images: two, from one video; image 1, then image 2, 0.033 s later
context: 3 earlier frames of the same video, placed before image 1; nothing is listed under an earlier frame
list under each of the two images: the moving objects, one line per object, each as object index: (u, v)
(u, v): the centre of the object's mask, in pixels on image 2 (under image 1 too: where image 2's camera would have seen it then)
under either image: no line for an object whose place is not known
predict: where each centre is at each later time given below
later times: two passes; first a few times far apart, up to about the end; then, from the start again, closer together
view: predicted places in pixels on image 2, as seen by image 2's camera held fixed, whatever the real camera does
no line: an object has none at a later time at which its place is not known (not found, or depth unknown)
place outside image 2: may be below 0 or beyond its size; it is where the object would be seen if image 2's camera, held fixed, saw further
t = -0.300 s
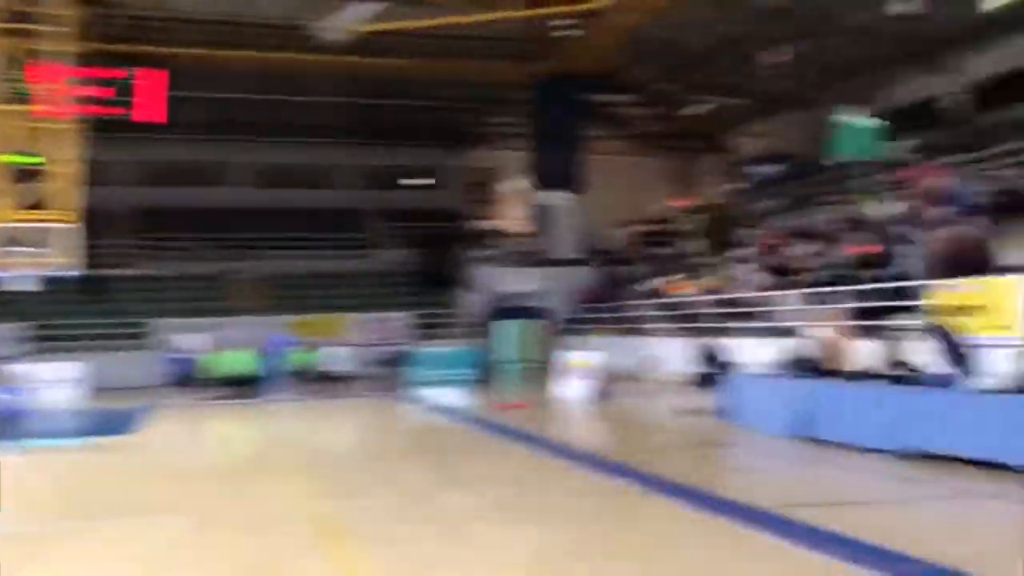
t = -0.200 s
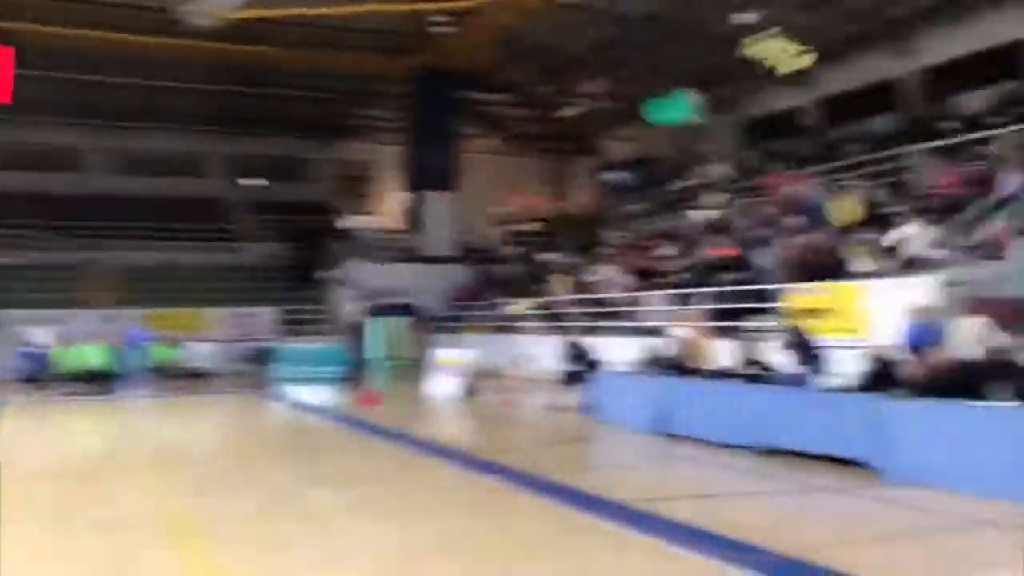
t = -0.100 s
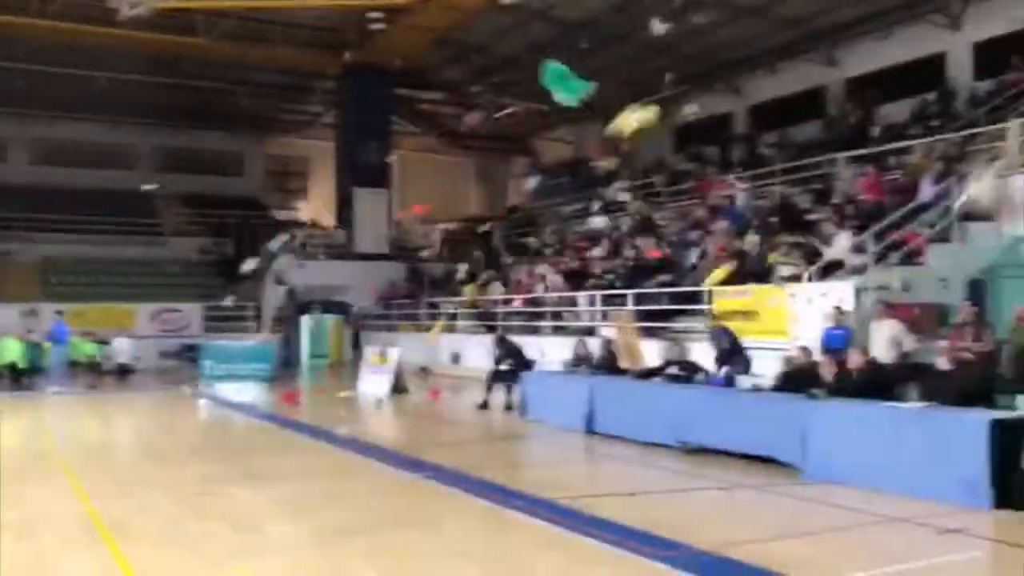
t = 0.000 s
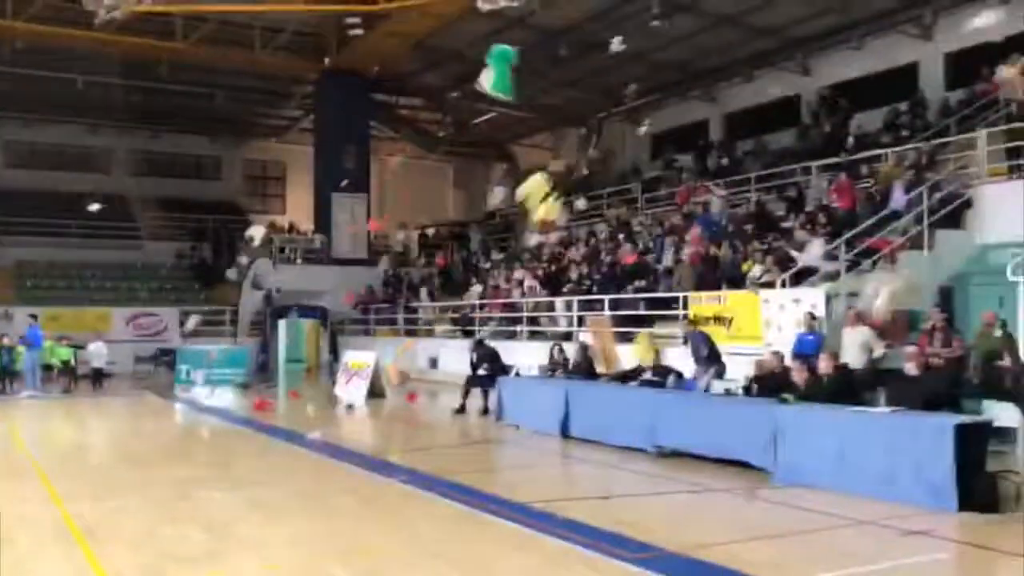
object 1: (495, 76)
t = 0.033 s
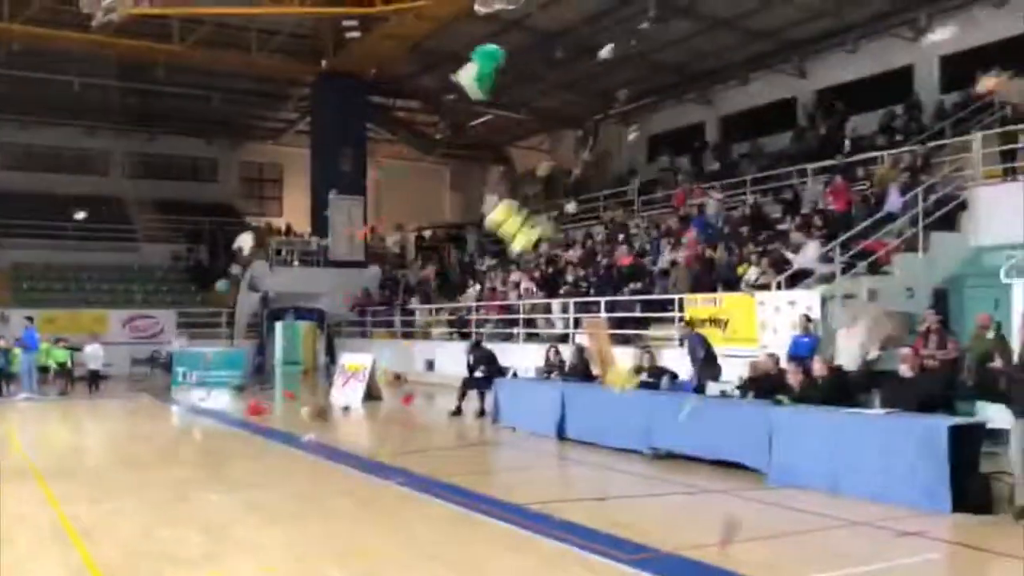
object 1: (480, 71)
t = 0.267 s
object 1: (371, 57)
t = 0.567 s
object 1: (224, 132)
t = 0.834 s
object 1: (75, 279)
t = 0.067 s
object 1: (464, 68)
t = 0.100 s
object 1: (448, 63)
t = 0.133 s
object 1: (433, 60)
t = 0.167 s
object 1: (418, 58)
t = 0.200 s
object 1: (402, 58)
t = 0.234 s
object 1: (387, 58)
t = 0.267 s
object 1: (371, 57)
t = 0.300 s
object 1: (356, 61)
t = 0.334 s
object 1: (341, 64)
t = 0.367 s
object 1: (325, 70)
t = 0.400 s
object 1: (309, 77)
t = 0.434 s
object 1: (293, 86)
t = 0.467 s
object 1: (277, 96)
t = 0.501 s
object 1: (261, 107)
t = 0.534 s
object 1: (242, 119)
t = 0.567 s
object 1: (224, 132)
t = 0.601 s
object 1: (205, 146)
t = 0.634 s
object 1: (187, 158)
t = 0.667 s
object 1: (168, 174)
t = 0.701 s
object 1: (148, 192)
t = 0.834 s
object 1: (75, 279)
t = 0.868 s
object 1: (65, 303)
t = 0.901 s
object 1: (61, 341)
